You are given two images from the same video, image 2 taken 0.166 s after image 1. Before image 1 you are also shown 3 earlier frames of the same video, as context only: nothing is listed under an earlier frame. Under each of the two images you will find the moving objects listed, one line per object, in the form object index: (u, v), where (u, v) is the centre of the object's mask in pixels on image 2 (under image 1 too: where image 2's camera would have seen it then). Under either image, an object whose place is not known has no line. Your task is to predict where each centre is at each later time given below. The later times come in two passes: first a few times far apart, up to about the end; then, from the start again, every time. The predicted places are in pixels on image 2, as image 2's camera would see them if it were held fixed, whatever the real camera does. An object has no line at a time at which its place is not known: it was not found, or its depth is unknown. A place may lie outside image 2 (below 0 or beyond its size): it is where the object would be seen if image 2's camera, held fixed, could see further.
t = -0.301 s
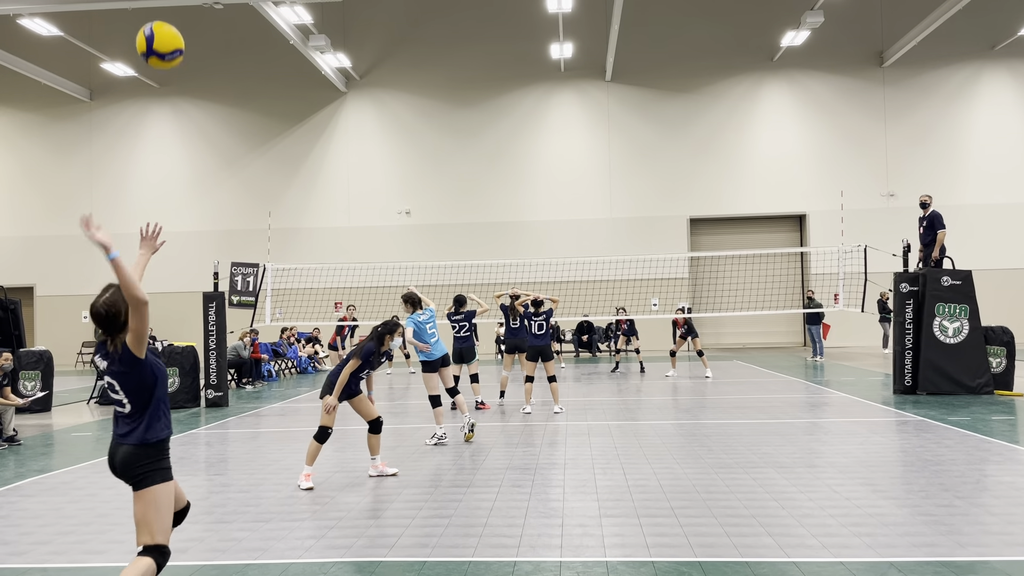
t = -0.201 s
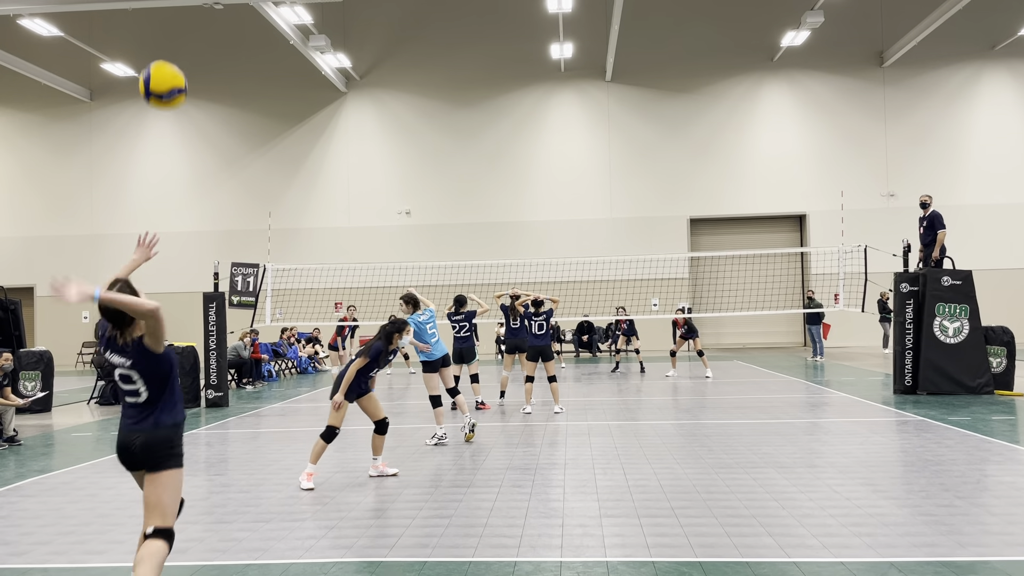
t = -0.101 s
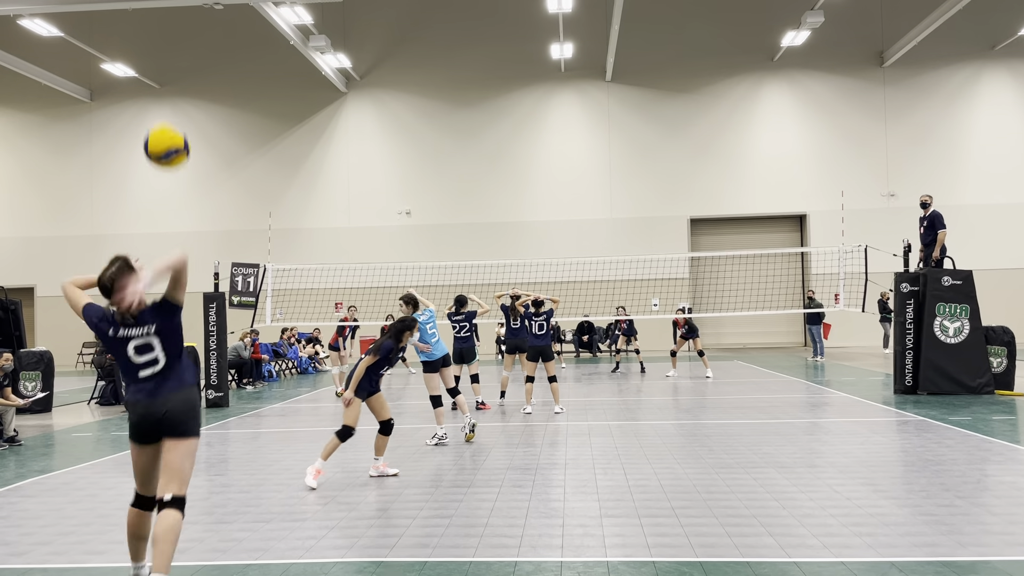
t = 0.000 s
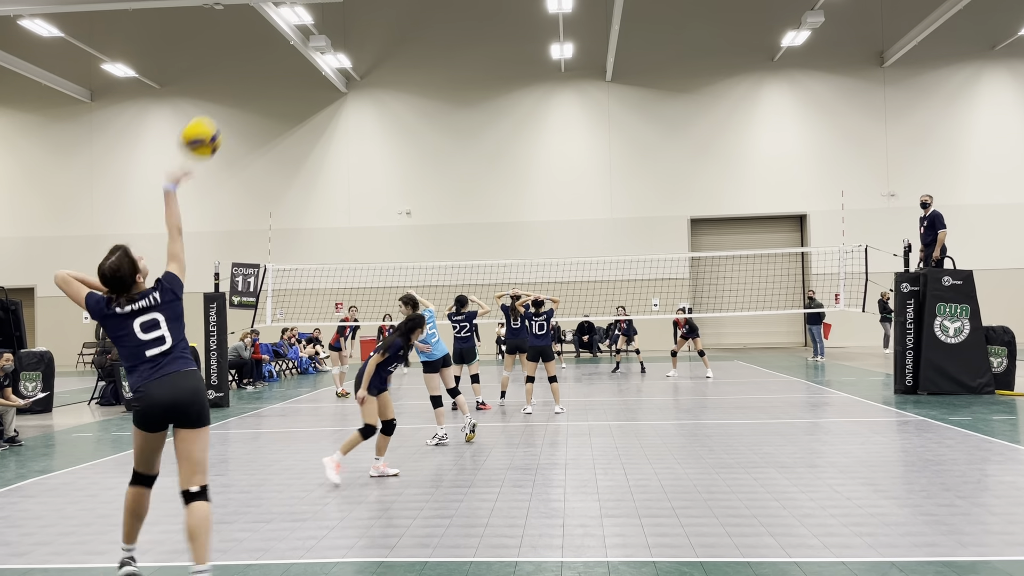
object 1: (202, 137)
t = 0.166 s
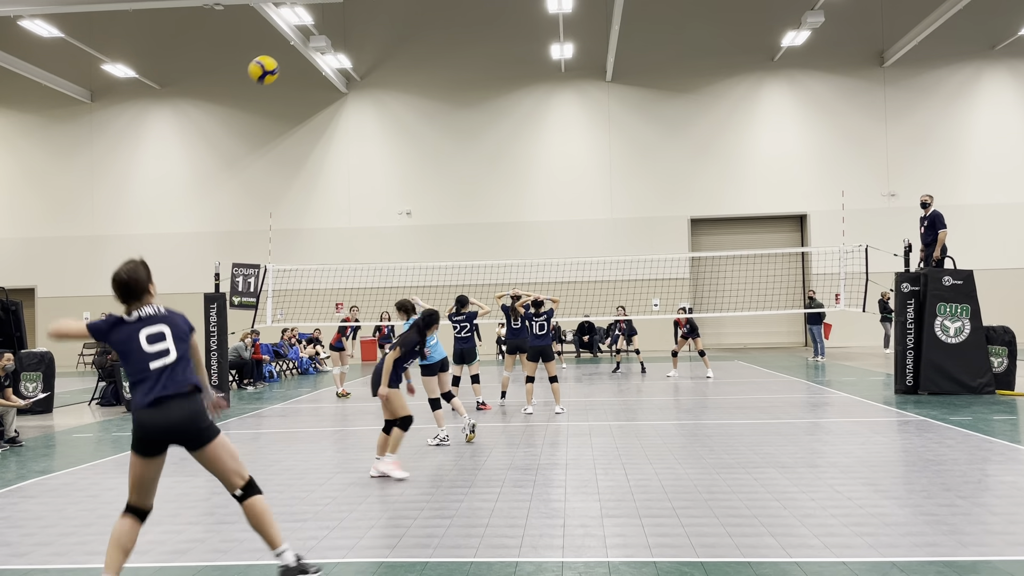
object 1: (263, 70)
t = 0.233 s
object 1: (279, 61)
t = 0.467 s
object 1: (312, 66)
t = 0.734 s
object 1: (334, 107)
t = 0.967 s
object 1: (349, 162)
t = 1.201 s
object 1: (362, 224)
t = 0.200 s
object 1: (272, 65)
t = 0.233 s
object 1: (279, 61)
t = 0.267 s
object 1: (286, 58)
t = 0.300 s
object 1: (291, 57)
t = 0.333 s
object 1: (296, 57)
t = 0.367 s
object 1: (300, 58)
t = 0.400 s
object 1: (305, 59)
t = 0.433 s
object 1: (308, 62)
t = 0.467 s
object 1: (312, 66)
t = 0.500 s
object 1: (314, 70)
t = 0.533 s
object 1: (317, 74)
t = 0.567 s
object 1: (320, 79)
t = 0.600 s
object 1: (323, 83)
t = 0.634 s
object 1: (325, 88)
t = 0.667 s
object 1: (328, 94)
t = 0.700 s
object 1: (331, 100)
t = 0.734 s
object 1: (334, 107)
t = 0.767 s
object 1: (336, 114)
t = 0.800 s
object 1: (338, 121)
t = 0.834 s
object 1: (341, 129)
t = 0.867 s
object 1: (343, 137)
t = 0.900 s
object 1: (345, 145)
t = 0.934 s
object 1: (347, 153)
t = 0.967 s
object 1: (349, 162)
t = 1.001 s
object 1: (351, 170)
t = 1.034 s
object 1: (353, 179)
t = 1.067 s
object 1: (355, 188)
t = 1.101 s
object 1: (357, 197)
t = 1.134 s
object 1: (358, 205)
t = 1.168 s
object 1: (360, 215)
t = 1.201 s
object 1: (362, 224)
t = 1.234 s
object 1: (363, 234)
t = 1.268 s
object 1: (364, 243)
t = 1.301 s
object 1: (366, 253)
